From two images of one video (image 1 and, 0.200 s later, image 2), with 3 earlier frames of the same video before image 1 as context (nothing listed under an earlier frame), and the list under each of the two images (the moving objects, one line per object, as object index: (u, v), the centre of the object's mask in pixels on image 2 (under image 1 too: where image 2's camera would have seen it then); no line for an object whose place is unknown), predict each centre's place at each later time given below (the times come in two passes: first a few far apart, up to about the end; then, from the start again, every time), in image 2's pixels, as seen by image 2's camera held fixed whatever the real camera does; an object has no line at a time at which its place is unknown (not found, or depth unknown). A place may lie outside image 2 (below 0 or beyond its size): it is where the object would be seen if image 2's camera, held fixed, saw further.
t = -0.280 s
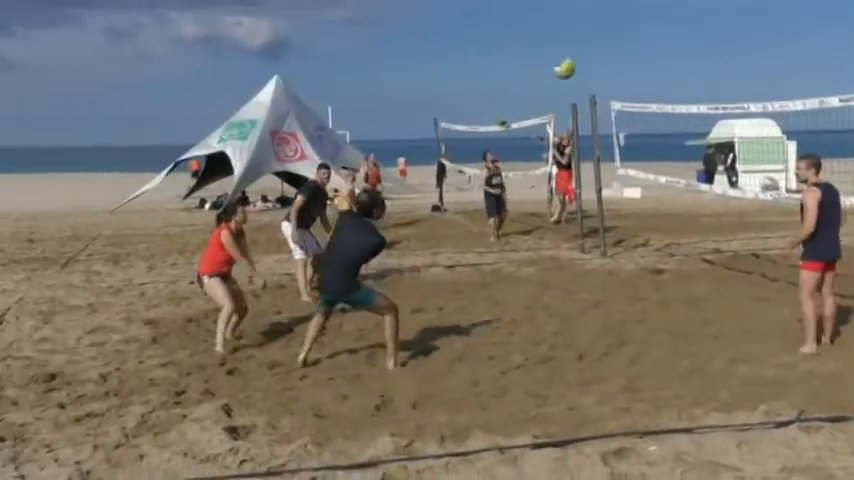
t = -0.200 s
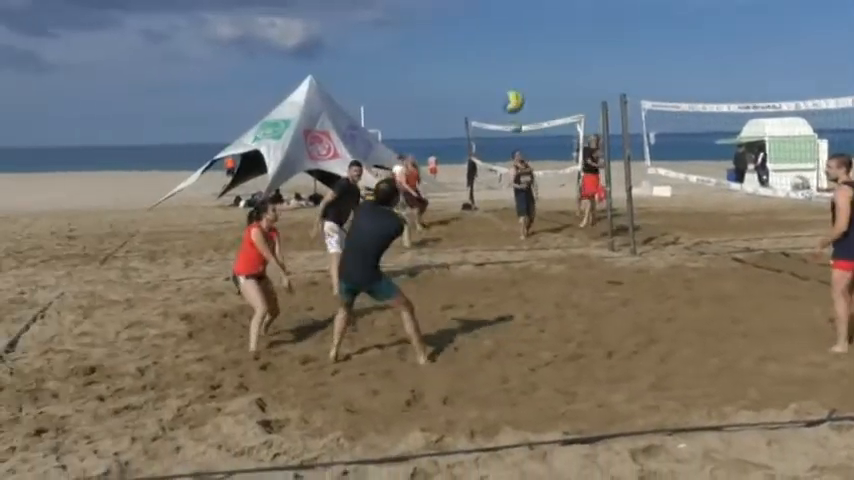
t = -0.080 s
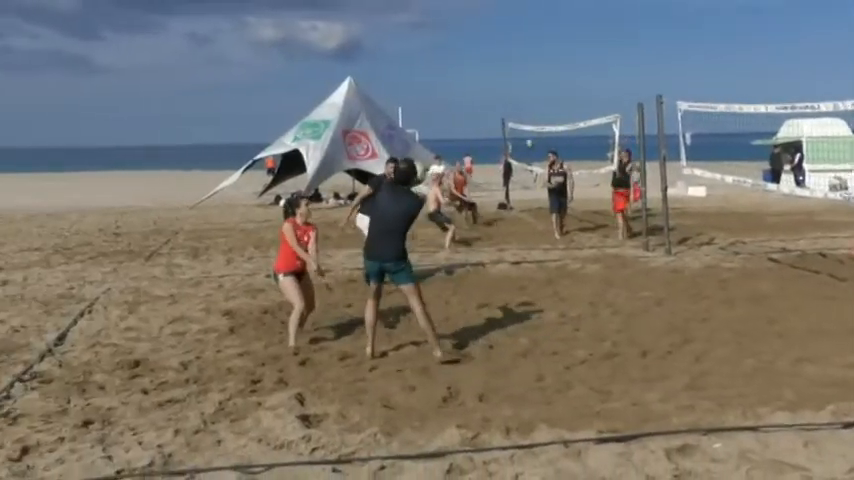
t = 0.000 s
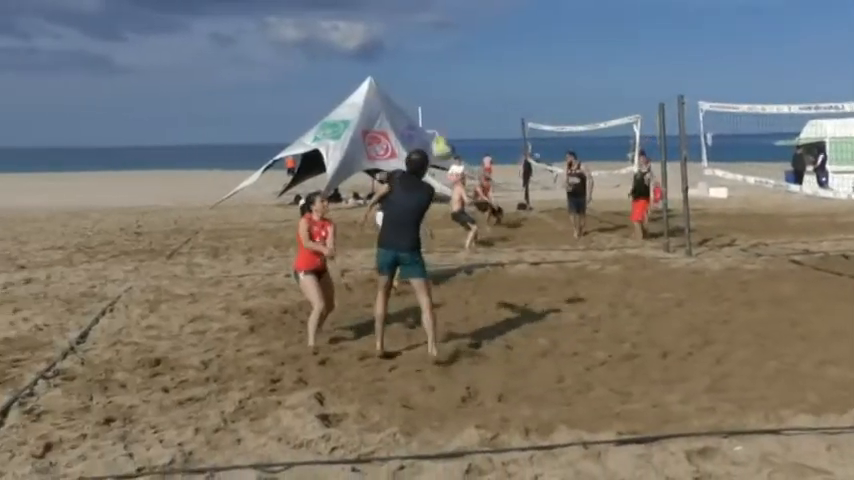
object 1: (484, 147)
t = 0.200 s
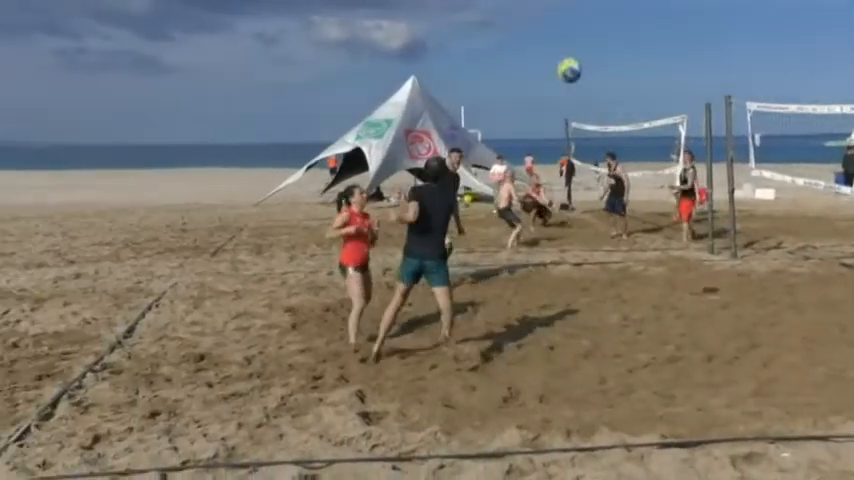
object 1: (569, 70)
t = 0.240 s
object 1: (587, 59)
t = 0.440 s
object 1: (673, 34)
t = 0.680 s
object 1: (771, 65)
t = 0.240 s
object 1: (587, 59)
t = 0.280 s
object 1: (604, 51)
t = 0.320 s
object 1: (620, 44)
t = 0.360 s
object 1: (637, 39)
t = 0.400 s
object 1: (654, 35)
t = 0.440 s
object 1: (673, 34)
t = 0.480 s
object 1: (690, 34)
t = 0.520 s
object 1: (706, 37)
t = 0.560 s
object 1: (723, 41)
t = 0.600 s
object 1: (740, 47)
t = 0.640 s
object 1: (756, 54)
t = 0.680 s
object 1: (771, 65)
